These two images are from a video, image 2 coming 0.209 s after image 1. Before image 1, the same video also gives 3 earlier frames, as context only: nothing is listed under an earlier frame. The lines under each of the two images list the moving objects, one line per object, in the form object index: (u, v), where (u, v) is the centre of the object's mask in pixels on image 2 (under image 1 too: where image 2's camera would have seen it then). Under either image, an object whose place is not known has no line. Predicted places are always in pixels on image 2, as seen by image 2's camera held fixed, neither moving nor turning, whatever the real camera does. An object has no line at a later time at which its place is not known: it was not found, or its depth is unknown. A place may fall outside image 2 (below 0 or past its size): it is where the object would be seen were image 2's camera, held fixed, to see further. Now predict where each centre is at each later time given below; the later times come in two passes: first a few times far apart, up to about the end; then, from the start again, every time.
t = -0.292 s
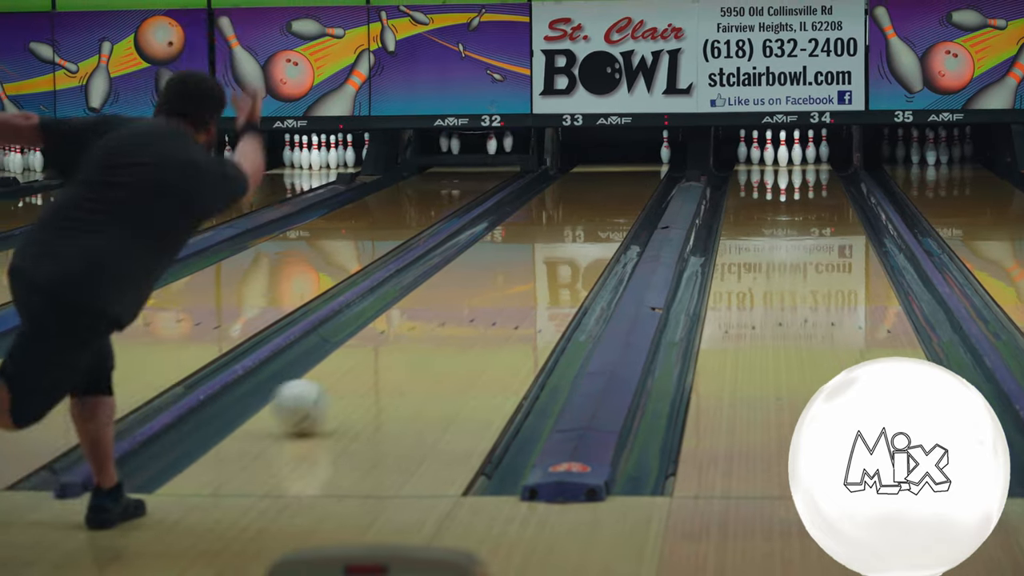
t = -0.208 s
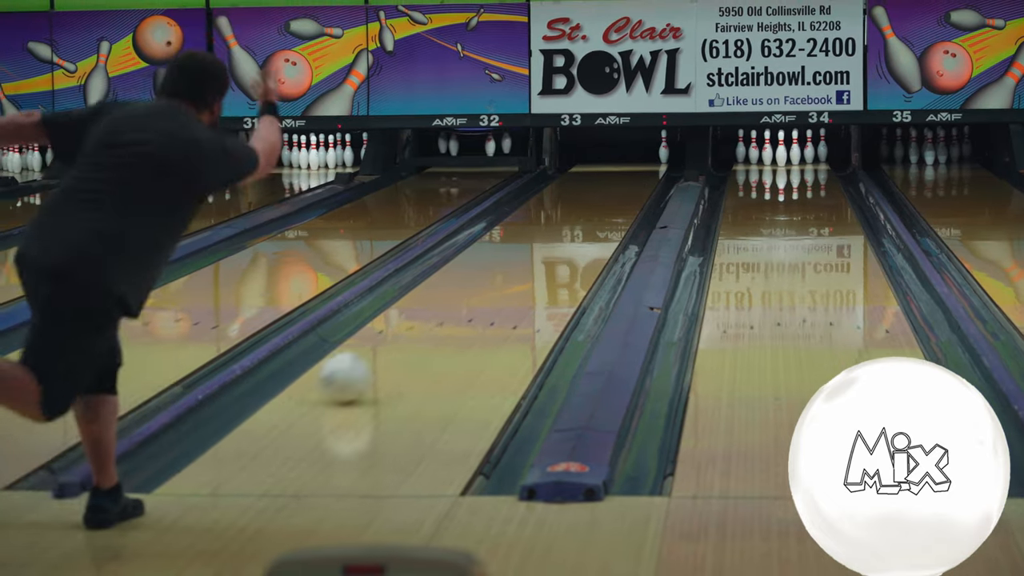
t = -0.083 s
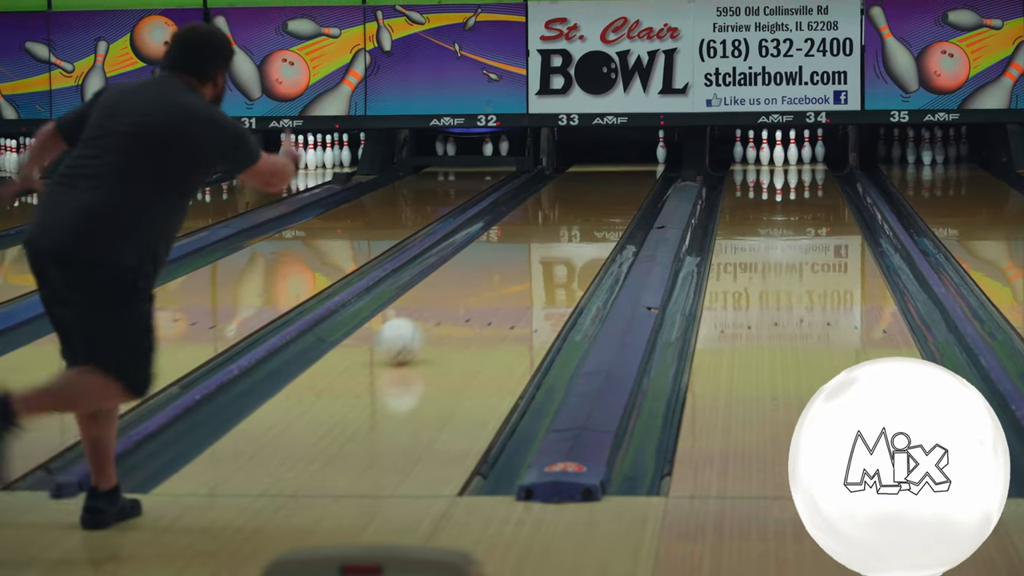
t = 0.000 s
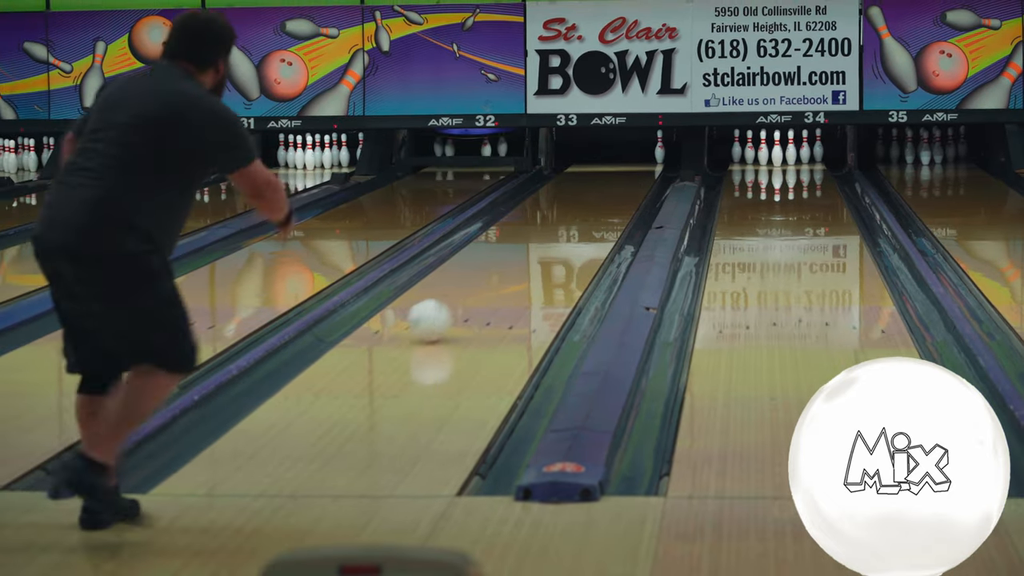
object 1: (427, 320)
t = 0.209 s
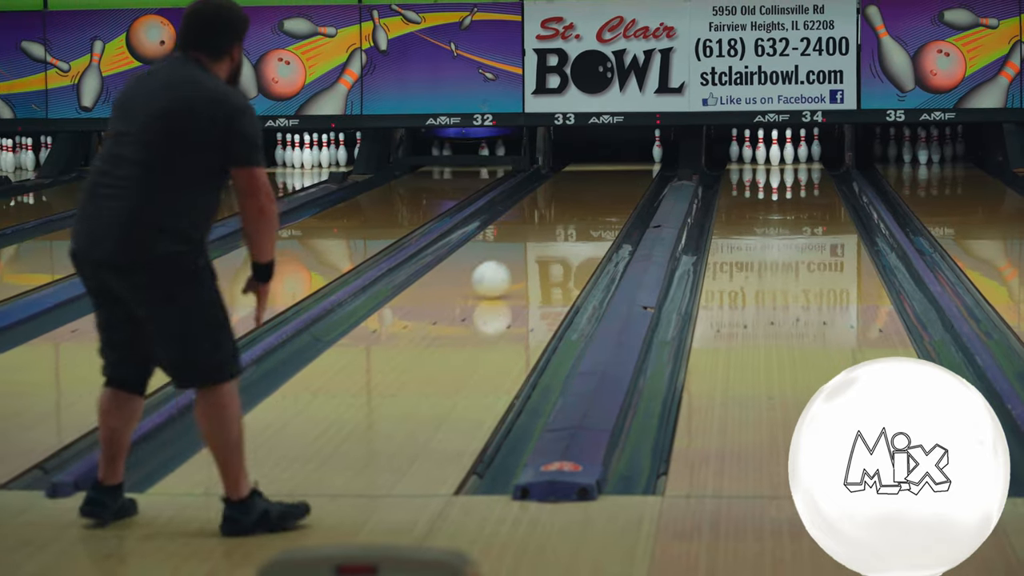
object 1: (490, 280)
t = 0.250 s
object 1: (501, 273)
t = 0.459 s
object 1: (546, 244)
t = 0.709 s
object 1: (588, 217)
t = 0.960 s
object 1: (618, 195)
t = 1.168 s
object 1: (637, 182)
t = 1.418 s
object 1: (652, 168)
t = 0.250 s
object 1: (501, 273)
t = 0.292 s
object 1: (511, 267)
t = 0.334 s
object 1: (521, 261)
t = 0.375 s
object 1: (530, 255)
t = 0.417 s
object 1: (538, 250)
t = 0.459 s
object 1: (546, 244)
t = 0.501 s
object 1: (555, 238)
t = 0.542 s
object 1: (562, 234)
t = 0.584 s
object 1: (569, 229)
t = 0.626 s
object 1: (576, 225)
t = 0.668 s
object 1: (582, 221)
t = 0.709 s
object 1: (588, 217)
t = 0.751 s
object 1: (594, 213)
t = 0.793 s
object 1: (599, 209)
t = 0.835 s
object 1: (604, 206)
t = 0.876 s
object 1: (609, 202)
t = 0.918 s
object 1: (614, 199)
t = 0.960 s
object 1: (618, 195)
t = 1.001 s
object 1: (623, 193)
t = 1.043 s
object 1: (626, 190)
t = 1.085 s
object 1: (630, 187)
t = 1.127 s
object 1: (633, 184)
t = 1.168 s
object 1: (637, 182)
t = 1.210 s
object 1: (640, 179)
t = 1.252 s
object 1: (642, 177)
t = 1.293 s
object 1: (645, 174)
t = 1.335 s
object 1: (648, 172)
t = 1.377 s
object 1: (650, 170)
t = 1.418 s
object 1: (652, 168)
